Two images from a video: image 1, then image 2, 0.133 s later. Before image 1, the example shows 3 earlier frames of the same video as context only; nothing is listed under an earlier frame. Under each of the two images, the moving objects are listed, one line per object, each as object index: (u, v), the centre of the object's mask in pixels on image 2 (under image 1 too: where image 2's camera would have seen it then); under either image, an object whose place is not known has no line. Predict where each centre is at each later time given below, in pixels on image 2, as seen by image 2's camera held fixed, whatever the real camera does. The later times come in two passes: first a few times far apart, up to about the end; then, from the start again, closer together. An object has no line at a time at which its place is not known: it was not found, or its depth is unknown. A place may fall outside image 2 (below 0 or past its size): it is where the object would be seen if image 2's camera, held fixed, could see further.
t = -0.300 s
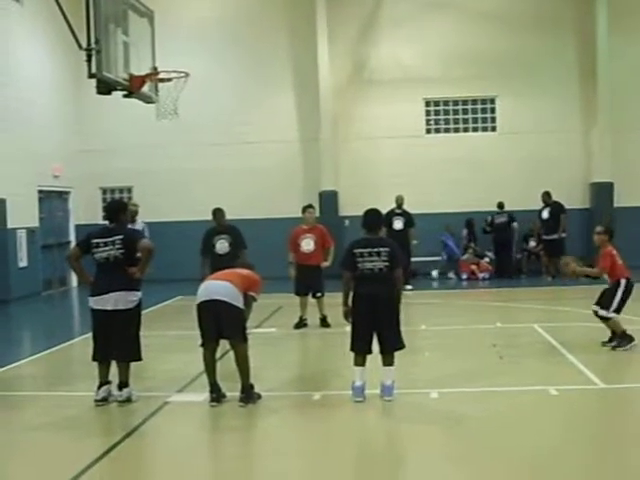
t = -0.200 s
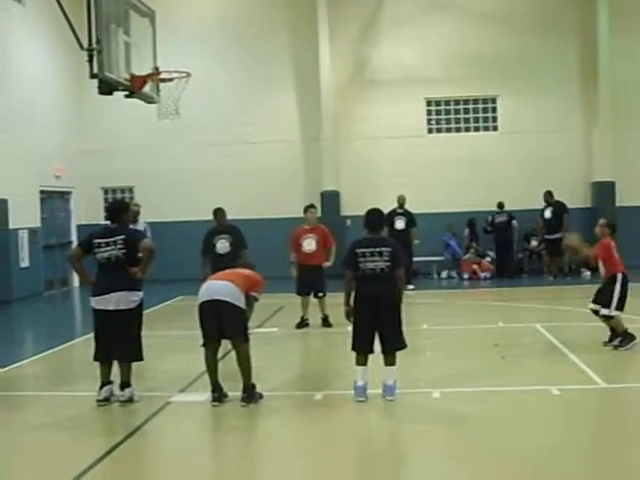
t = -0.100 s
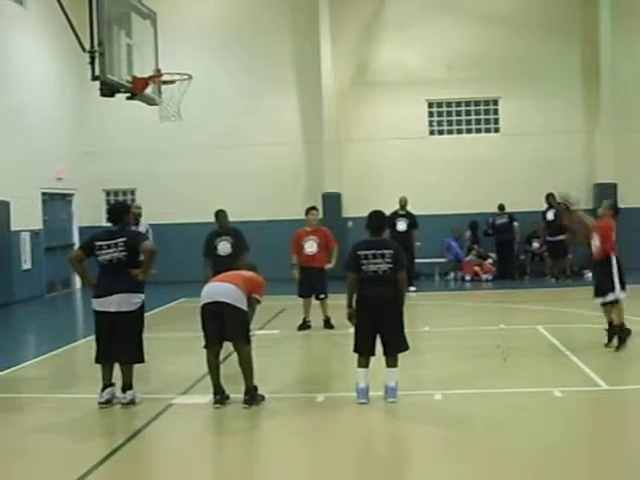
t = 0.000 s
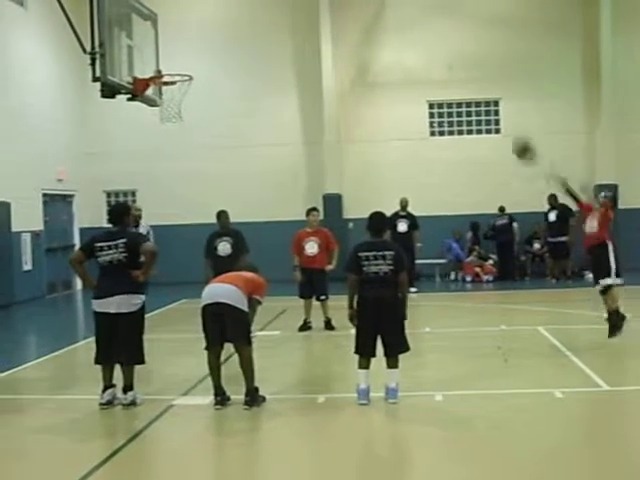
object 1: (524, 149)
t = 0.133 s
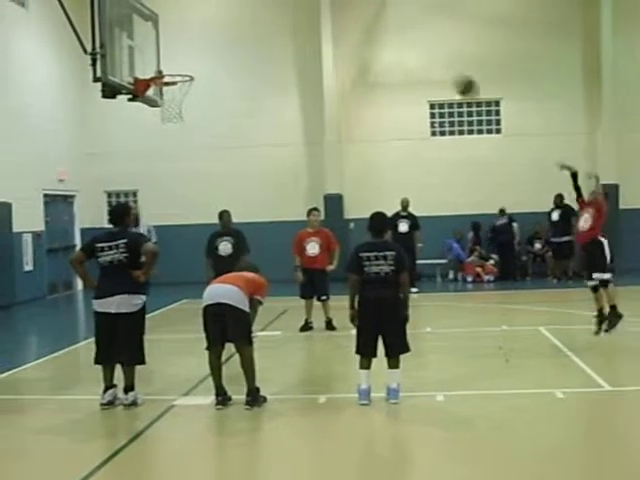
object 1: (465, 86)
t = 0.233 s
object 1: (422, 51)
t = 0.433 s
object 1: (340, 10)
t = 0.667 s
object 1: (248, 8)
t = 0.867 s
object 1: (175, 46)
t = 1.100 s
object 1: (161, 36)
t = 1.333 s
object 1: (190, 28)
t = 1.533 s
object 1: (217, 60)
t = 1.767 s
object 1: (249, 141)
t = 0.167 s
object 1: (451, 74)
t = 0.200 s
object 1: (436, 62)
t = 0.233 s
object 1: (422, 51)
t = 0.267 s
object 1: (409, 42)
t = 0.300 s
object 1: (394, 33)
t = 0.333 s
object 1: (381, 25)
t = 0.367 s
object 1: (368, 19)
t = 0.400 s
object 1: (354, 14)
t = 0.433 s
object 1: (340, 10)
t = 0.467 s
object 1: (327, 7)
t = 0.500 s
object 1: (313, 5)
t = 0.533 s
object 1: (300, 4)
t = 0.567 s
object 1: (287, 4)
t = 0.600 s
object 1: (274, 4)
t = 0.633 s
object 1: (261, 5)
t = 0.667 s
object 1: (248, 8)
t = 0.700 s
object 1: (236, 12)
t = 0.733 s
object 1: (224, 17)
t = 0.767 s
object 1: (211, 23)
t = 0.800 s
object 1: (199, 30)
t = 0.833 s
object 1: (186, 37)
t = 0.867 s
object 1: (175, 46)
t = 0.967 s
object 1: (145, 62)
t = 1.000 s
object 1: (148, 54)
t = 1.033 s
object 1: (152, 47)
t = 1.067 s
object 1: (157, 41)
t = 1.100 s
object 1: (161, 36)
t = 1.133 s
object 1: (165, 33)
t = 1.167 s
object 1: (169, 29)
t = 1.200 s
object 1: (173, 27)
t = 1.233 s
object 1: (177, 26)
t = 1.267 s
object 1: (181, 26)
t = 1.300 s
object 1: (186, 26)
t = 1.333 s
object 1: (190, 28)
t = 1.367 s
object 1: (194, 31)
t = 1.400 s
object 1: (199, 35)
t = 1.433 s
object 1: (203, 40)
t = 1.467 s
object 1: (208, 45)
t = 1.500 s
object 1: (213, 52)
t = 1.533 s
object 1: (217, 60)
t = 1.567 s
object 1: (221, 69)
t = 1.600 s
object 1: (226, 78)
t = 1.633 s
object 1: (231, 89)
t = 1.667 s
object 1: (236, 101)
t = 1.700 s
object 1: (240, 113)
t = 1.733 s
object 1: (245, 127)
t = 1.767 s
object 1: (249, 141)
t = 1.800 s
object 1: (255, 157)
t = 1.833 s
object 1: (260, 174)
